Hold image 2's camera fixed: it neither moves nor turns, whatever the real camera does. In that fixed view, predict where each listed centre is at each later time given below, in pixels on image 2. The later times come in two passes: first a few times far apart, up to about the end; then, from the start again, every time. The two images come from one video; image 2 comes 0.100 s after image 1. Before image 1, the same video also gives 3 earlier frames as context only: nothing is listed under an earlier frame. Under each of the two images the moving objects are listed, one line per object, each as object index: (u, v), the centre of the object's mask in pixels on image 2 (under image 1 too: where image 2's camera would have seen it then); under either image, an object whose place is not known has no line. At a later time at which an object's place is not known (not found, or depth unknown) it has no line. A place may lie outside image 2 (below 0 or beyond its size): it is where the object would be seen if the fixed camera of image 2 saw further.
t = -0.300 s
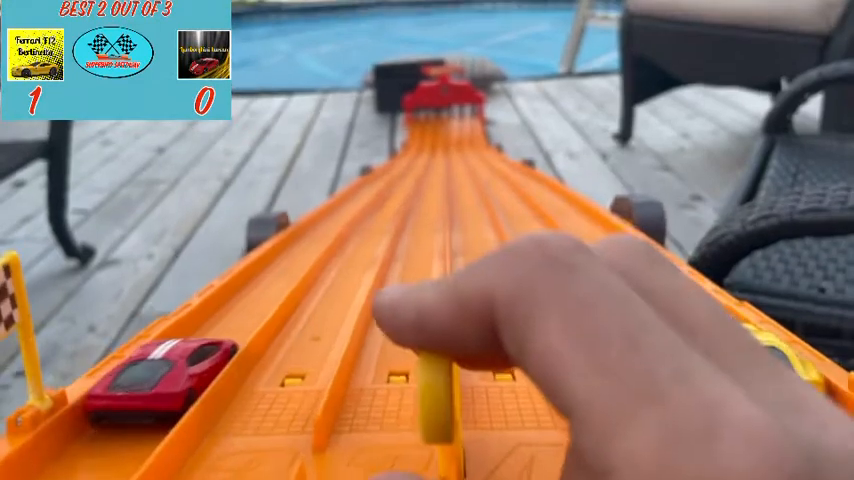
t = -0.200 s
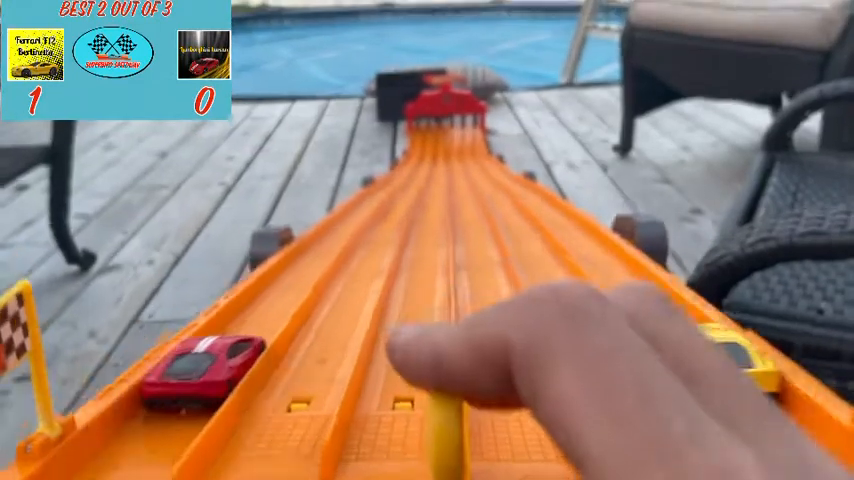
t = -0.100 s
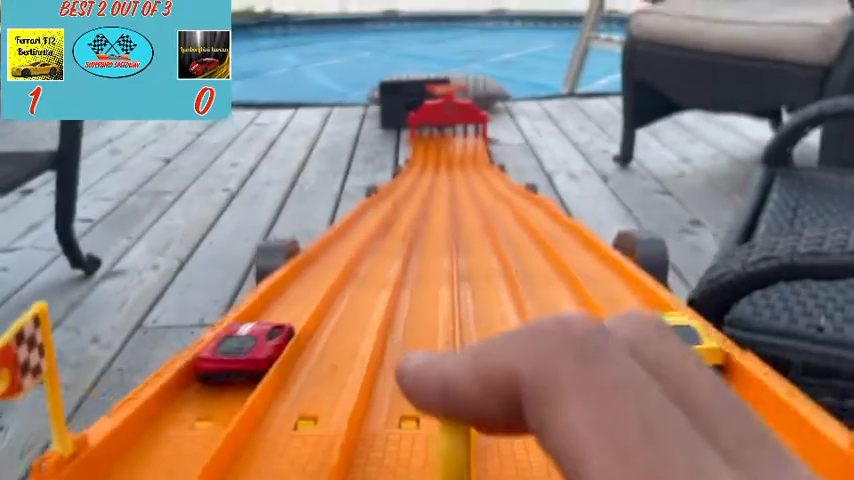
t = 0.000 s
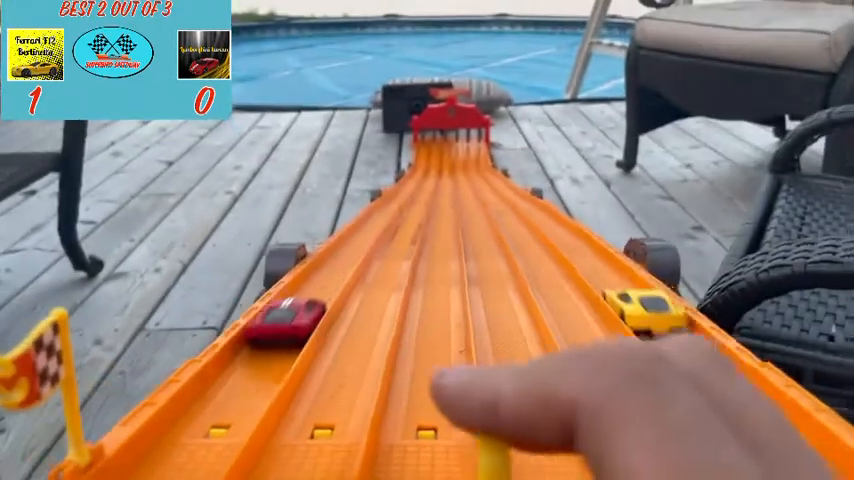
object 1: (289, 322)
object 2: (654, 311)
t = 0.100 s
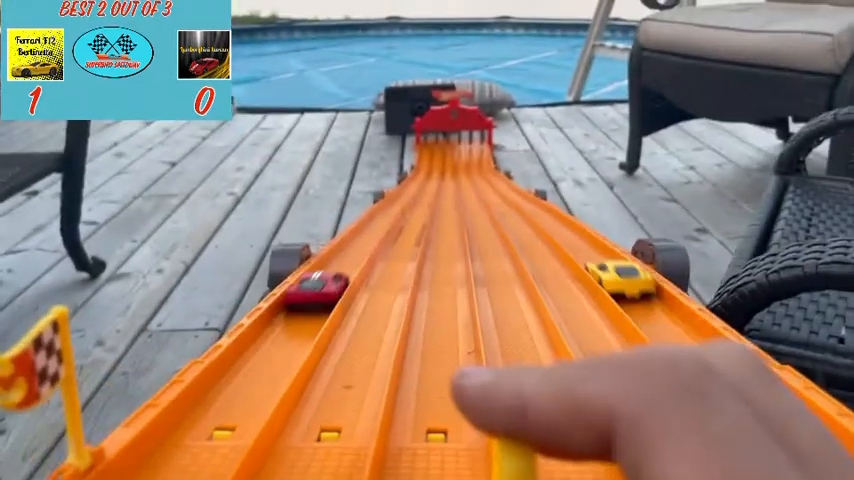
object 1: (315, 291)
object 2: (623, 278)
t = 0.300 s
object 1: (350, 247)
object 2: (570, 232)
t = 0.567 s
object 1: (385, 210)
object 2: (528, 201)
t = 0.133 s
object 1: (322, 283)
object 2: (611, 269)
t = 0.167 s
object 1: (328, 274)
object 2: (601, 260)
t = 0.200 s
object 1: (334, 266)
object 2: (592, 253)
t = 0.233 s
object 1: (339, 259)
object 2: (584, 245)
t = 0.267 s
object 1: (345, 253)
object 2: (577, 238)
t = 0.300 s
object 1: (350, 247)
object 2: (570, 232)
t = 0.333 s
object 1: (355, 241)
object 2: (565, 227)
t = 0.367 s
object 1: (359, 237)
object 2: (557, 222)
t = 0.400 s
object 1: (364, 232)
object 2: (551, 218)
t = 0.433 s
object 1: (369, 227)
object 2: (544, 213)
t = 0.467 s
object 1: (373, 222)
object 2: (540, 210)
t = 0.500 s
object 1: (378, 218)
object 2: (536, 206)
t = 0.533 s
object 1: (381, 214)
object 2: (532, 202)
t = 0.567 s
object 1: (385, 210)
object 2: (528, 201)
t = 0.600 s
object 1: (389, 207)
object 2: (523, 198)
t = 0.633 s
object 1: (391, 204)
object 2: (519, 196)
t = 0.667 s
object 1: (393, 203)
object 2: (516, 194)
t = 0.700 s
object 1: (395, 201)
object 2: (513, 192)
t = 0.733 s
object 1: (398, 199)
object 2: (510, 190)
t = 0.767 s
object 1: (400, 196)
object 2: (507, 188)
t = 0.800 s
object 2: (505, 186)
